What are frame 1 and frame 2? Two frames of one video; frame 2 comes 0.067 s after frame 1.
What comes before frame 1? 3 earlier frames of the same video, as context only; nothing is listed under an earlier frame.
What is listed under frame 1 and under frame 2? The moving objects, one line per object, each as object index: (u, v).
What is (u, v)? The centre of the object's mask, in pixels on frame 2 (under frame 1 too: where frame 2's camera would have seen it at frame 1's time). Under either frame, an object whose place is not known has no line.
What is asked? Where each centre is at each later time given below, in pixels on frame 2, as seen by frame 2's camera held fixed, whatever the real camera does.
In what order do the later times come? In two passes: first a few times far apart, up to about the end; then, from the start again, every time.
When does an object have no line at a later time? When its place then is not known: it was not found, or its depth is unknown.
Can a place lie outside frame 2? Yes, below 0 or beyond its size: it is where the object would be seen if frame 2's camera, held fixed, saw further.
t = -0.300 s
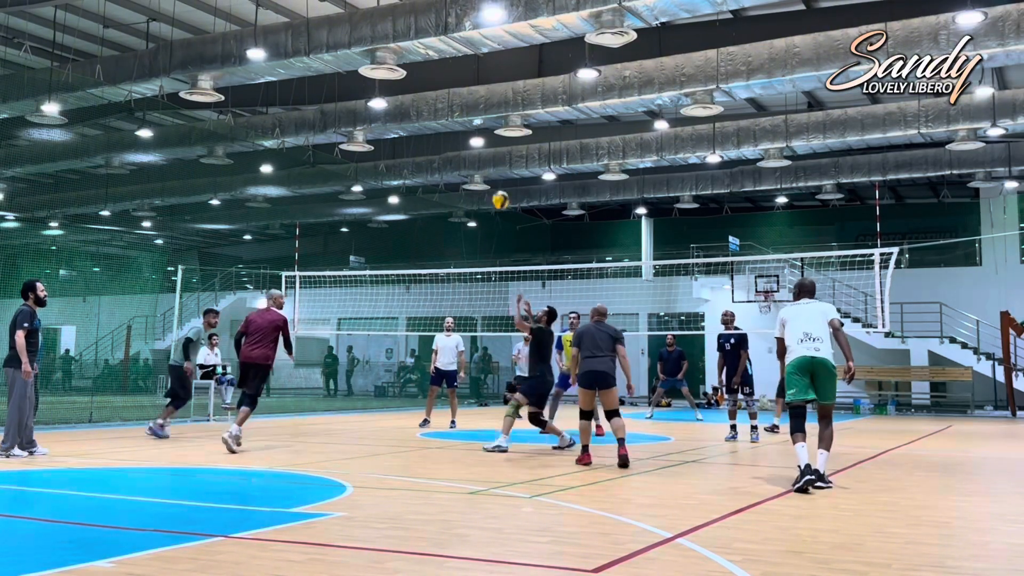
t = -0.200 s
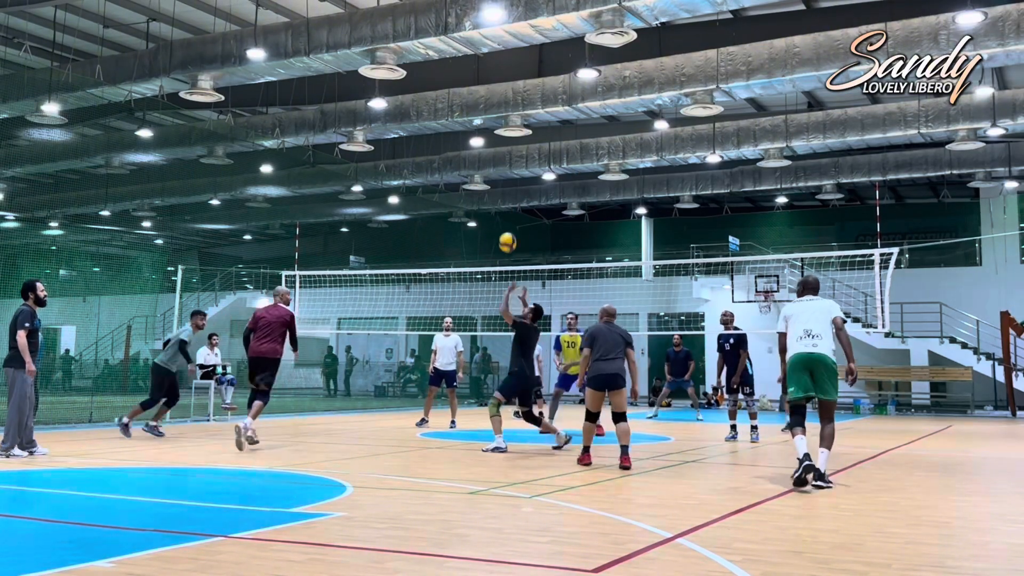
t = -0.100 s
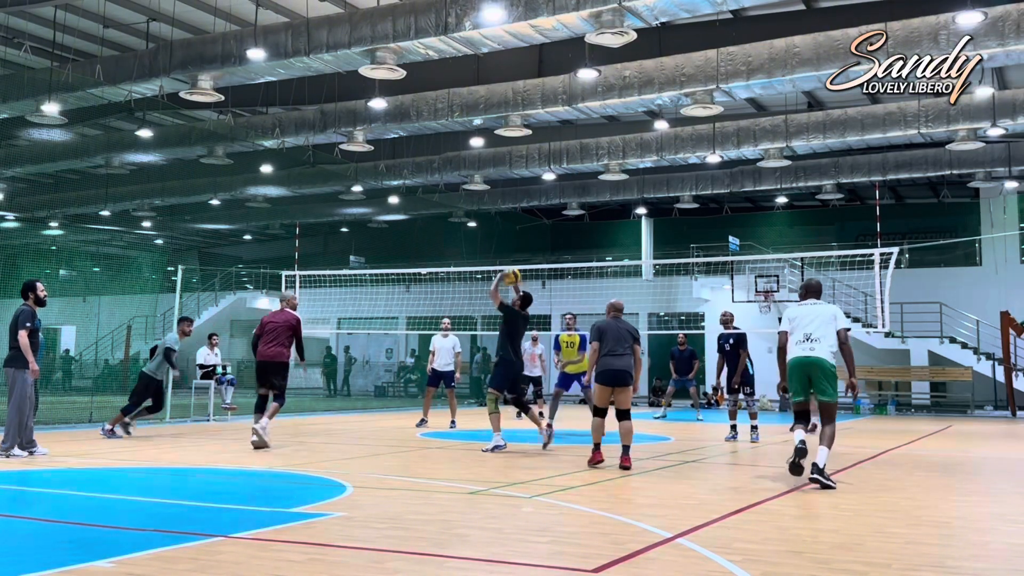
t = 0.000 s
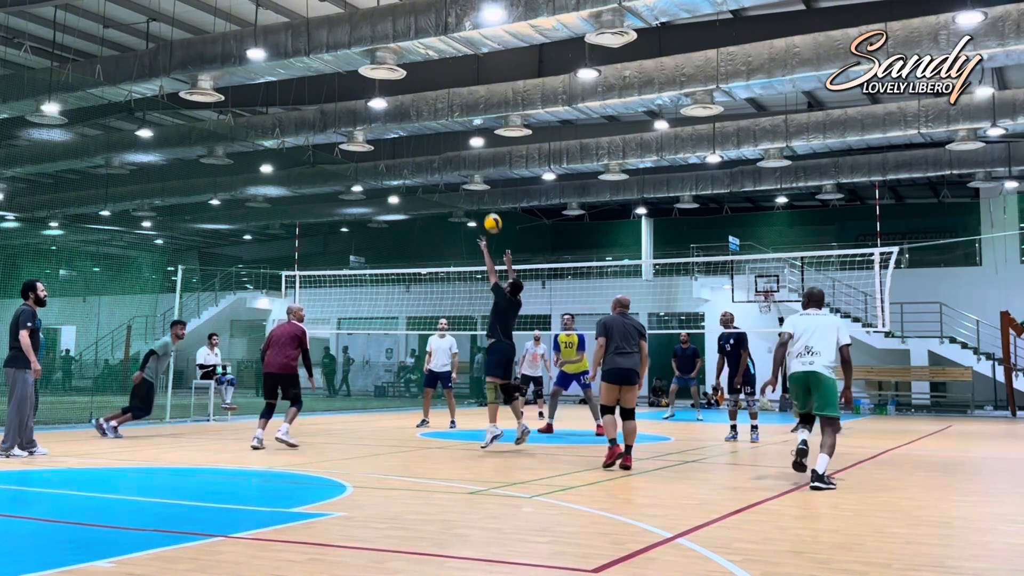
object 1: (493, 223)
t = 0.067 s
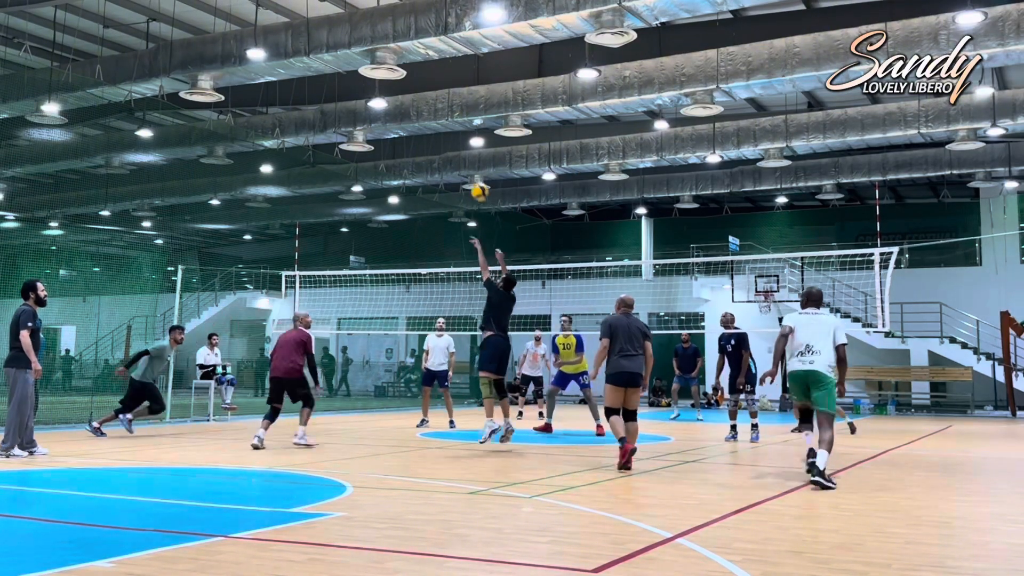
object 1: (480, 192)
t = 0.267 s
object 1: (445, 124)
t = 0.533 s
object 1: (403, 88)
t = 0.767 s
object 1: (369, 100)
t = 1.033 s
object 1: (334, 156)
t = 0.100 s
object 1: (474, 177)
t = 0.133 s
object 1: (467, 165)
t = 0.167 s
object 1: (461, 153)
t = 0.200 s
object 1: (456, 142)
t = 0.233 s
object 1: (450, 132)
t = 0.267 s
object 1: (445, 124)
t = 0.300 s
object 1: (439, 116)
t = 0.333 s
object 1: (434, 109)
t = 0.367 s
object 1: (429, 103)
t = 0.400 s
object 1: (423, 98)
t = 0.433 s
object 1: (418, 94)
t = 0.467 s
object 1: (413, 91)
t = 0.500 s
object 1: (408, 89)
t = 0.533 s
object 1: (403, 88)
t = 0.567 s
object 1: (398, 87)
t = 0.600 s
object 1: (393, 88)
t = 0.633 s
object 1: (388, 89)
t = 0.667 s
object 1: (384, 90)
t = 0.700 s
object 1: (379, 92)
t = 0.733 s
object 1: (374, 95)
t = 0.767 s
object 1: (369, 100)
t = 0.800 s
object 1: (365, 105)
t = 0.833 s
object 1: (360, 110)
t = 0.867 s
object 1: (356, 116)
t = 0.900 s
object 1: (351, 122)
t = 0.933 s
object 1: (347, 130)
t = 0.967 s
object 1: (343, 138)
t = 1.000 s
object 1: (338, 147)
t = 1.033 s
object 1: (334, 156)
